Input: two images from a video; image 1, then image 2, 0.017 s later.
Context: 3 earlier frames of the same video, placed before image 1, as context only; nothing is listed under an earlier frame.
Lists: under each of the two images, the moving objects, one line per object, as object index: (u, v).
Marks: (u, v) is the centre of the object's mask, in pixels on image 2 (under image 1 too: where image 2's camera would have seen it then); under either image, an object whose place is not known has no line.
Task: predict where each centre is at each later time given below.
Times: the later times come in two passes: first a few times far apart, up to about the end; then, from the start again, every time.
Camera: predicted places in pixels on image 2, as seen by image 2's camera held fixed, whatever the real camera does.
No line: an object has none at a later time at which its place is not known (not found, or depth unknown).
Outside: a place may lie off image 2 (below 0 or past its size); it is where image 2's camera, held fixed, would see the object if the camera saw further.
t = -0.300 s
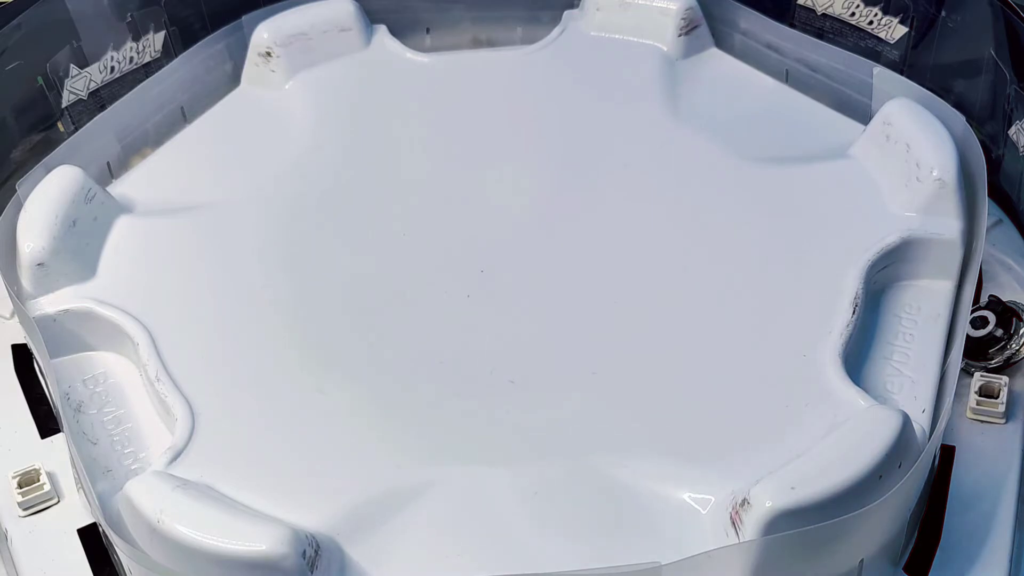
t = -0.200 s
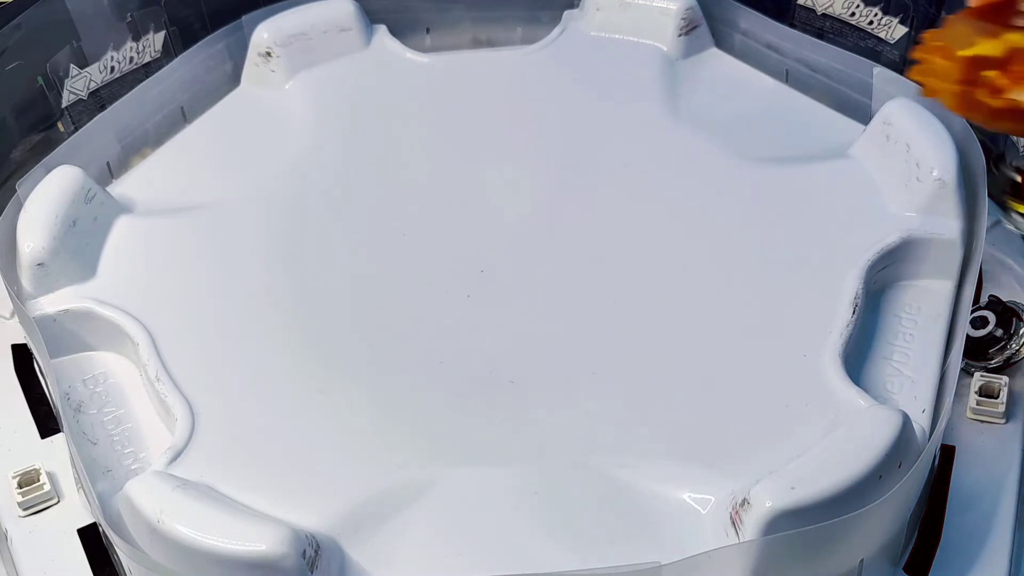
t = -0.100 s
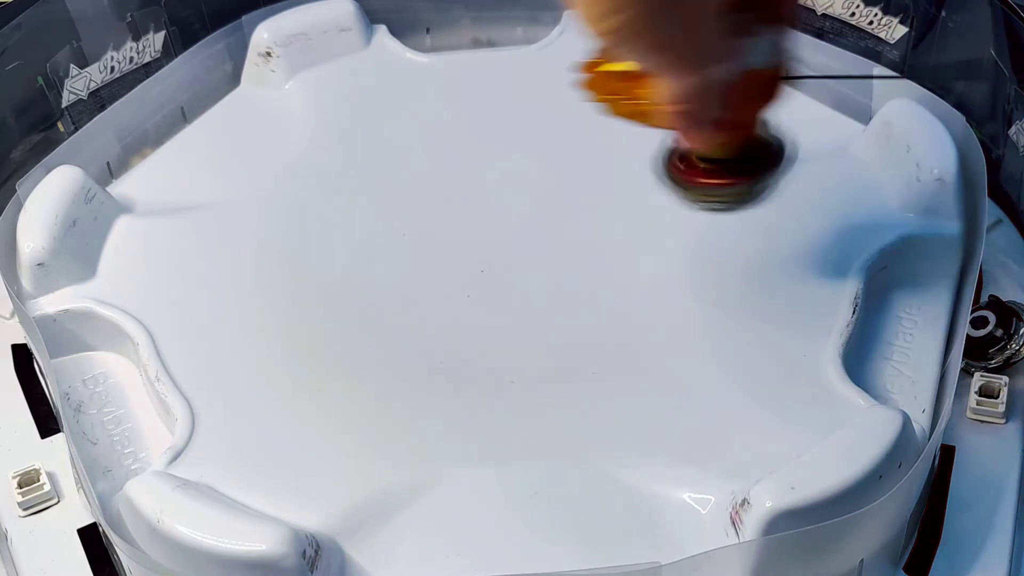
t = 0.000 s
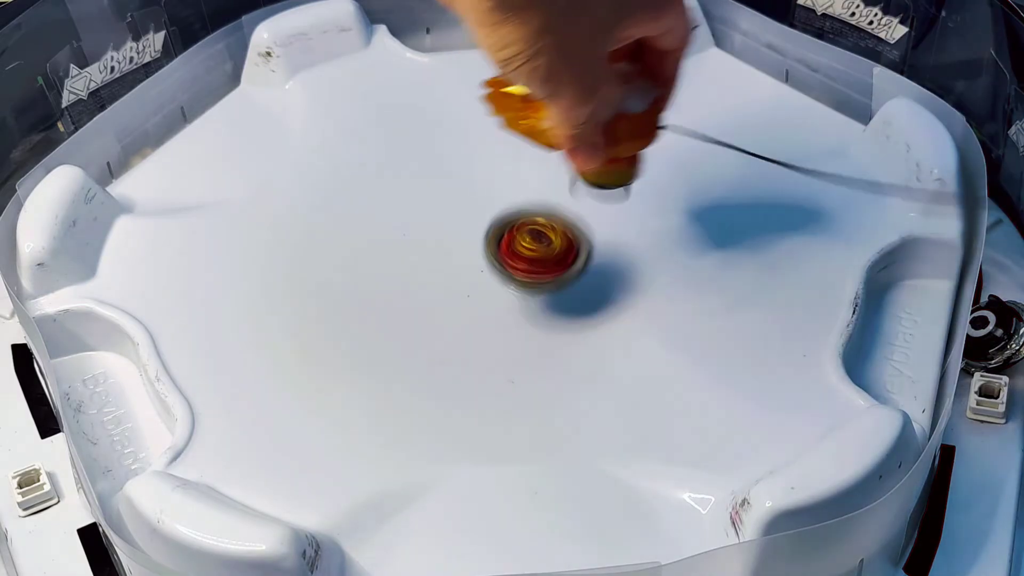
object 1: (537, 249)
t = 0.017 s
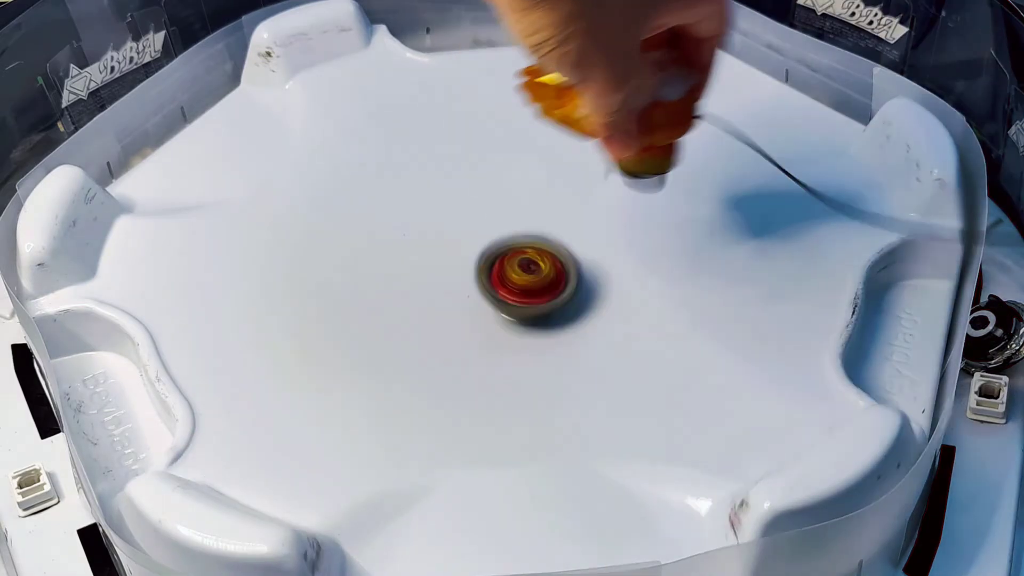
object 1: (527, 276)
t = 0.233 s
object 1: (439, 215)
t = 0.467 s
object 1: (517, 230)
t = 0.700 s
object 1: (548, 155)
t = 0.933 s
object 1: (391, 163)
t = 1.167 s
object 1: (458, 330)
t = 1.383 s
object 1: (771, 256)
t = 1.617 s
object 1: (785, 76)
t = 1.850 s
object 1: (606, 108)
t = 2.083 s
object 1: (382, 276)
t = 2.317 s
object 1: (489, 440)
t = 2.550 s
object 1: (635, 480)
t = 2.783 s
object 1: (537, 333)
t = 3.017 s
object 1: (475, 197)
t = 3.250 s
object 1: (305, 188)
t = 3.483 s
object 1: (266, 290)
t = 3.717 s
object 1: (511, 325)
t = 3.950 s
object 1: (614, 150)
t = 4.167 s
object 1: (491, 61)
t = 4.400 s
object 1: (341, 75)
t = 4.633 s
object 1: (276, 172)
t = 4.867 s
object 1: (453, 318)
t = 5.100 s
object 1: (750, 203)
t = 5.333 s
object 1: (775, 83)
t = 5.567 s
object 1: (692, 69)
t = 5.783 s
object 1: (557, 143)
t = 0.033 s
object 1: (516, 260)
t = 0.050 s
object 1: (506, 245)
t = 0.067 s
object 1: (496, 234)
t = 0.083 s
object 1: (486, 227)
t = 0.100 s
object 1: (476, 223)
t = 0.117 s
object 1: (468, 223)
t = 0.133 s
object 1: (459, 227)
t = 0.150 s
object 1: (451, 233)
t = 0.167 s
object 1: (447, 225)
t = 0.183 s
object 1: (444, 221)
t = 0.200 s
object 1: (442, 220)
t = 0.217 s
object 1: (440, 216)
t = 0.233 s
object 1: (439, 215)
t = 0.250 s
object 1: (440, 213)
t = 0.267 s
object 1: (441, 214)
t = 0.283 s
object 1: (442, 214)
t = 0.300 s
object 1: (444, 216)
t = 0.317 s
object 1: (448, 219)
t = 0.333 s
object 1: (452, 222)
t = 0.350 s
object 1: (457, 225)
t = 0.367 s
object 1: (464, 228)
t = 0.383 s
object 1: (472, 231)
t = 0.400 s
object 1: (481, 232)
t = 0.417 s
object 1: (490, 233)
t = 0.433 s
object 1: (499, 233)
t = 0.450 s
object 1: (508, 232)
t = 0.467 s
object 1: (517, 230)
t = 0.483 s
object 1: (525, 227)
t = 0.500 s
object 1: (533, 224)
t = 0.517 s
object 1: (540, 219)
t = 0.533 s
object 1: (547, 214)
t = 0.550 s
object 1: (552, 209)
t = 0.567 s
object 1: (557, 203)
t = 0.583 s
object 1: (560, 196)
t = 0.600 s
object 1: (563, 190)
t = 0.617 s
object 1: (564, 183)
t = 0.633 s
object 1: (563, 176)
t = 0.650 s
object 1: (561, 170)
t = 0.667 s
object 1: (558, 164)
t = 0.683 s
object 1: (553, 159)
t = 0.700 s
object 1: (548, 155)
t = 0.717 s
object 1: (541, 152)
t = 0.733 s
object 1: (533, 149)
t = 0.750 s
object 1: (525, 146)
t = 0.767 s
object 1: (515, 144)
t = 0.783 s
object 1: (505, 142)
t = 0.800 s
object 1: (493, 139)
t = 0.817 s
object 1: (481, 138)
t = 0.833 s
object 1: (468, 138)
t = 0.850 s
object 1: (454, 138)
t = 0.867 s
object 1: (441, 140)
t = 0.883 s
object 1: (428, 144)
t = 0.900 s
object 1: (415, 149)
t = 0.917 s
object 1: (402, 155)
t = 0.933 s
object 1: (391, 163)
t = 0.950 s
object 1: (381, 172)
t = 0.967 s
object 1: (372, 182)
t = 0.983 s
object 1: (365, 193)
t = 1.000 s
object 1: (360, 206)
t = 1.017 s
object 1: (358, 219)
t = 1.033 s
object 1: (358, 233)
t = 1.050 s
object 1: (360, 247)
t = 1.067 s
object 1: (365, 259)
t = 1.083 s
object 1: (374, 274)
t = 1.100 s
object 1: (385, 288)
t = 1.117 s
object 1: (399, 300)
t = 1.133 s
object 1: (417, 312)
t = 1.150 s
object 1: (436, 322)
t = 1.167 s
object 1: (458, 330)
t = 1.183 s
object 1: (482, 337)
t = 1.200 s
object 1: (508, 341)
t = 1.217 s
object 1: (534, 343)
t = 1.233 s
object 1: (561, 343)
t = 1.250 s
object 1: (589, 341)
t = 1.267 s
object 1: (616, 336)
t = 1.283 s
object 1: (644, 328)
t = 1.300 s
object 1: (669, 320)
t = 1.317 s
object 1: (693, 309)
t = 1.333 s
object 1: (715, 297)
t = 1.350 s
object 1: (735, 285)
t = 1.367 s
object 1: (754, 270)
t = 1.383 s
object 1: (771, 256)
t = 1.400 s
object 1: (784, 241)
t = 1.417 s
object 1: (797, 224)
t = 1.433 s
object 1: (807, 209)
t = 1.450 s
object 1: (816, 194)
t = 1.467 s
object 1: (820, 179)
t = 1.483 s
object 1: (824, 162)
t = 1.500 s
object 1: (825, 148)
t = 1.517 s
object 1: (823, 133)
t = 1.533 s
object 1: (822, 122)
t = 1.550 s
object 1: (813, 109)
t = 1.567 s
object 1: (805, 103)
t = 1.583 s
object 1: (798, 97)
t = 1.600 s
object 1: (792, 86)
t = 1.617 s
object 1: (785, 76)
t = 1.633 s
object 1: (776, 70)
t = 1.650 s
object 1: (766, 66)
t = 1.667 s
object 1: (753, 61)
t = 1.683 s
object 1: (738, 58)
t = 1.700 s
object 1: (722, 55)
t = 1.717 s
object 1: (709, 52)
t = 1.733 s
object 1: (694, 50)
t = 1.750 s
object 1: (684, 52)
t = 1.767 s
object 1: (672, 58)
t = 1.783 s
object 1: (660, 66)
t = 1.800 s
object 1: (648, 76)
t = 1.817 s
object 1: (635, 86)
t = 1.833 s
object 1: (622, 97)
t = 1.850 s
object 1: (606, 108)
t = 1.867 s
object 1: (591, 120)
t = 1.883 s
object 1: (574, 131)
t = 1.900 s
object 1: (557, 143)
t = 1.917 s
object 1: (538, 154)
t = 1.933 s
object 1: (520, 167)
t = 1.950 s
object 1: (501, 179)
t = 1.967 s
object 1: (482, 192)
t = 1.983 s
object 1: (464, 202)
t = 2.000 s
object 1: (448, 214)
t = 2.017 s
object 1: (431, 226)
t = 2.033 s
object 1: (417, 239)
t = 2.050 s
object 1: (403, 251)
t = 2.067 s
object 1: (392, 264)
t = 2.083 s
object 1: (382, 276)
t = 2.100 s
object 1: (375, 289)
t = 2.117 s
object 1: (368, 302)
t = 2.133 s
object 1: (365, 314)
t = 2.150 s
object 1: (364, 328)
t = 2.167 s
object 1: (366, 341)
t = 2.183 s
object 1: (370, 353)
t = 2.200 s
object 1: (377, 366)
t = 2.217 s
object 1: (386, 377)
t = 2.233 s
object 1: (398, 389)
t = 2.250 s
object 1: (413, 401)
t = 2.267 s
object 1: (430, 411)
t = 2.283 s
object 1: (449, 421)
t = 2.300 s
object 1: (468, 430)
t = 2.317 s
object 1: (489, 440)
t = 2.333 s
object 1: (508, 451)
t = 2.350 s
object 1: (526, 463)
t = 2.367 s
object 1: (542, 473)
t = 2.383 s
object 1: (557, 485)
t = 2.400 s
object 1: (572, 497)
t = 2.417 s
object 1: (585, 508)
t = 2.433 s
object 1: (600, 518)
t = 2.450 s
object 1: (613, 524)
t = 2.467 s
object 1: (625, 526)
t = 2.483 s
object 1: (639, 522)
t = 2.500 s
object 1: (652, 514)
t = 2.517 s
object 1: (656, 503)
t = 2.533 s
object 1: (644, 490)
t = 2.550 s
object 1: (635, 480)
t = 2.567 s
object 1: (625, 467)
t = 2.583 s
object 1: (616, 454)
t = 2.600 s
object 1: (606, 442)
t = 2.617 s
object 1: (597, 433)
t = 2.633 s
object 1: (586, 422)
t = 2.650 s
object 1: (576, 411)
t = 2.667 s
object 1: (567, 403)
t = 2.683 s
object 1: (558, 395)
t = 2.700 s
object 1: (552, 385)
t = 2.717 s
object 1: (547, 374)
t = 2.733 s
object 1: (543, 364)
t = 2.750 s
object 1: (539, 354)
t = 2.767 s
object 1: (537, 344)
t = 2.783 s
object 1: (537, 333)
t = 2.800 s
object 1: (537, 322)
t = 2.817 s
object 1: (538, 311)
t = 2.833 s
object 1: (539, 301)
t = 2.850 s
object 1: (539, 289)
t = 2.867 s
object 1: (537, 279)
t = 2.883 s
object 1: (535, 268)
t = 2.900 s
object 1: (532, 258)
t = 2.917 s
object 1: (527, 248)
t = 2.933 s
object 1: (520, 239)
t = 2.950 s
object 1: (513, 230)
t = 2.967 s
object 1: (505, 220)
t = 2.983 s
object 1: (496, 212)
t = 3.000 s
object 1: (487, 205)
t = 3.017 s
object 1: (475, 197)
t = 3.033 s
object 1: (464, 191)
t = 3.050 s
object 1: (452, 185)
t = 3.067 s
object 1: (440, 181)
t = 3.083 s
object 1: (429, 178)
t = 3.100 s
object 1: (416, 174)
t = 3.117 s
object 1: (403, 172)
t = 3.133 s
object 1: (390, 171)
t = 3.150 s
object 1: (377, 172)
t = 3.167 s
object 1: (364, 172)
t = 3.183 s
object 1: (351, 174)
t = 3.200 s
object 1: (339, 177)
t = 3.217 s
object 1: (327, 180)
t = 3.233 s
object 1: (316, 183)
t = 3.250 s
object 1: (305, 188)
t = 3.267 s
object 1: (295, 192)
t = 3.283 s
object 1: (285, 198)
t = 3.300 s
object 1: (277, 203)
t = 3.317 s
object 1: (270, 210)
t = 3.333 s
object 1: (262, 216)
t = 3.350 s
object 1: (257, 223)
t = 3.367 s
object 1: (253, 231)
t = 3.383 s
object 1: (250, 239)
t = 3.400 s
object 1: (248, 247)
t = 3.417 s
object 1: (248, 255)
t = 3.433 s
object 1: (250, 264)
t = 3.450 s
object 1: (253, 273)
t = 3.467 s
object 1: (258, 281)
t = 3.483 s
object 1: (266, 290)
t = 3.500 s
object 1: (274, 298)
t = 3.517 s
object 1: (286, 305)
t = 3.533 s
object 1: (298, 313)
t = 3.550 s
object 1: (313, 320)
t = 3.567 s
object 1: (329, 326)
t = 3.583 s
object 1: (346, 331)
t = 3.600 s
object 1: (365, 335)
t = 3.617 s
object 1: (385, 337)
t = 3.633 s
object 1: (405, 339)
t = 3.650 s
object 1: (427, 339)
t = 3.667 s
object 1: (447, 338)
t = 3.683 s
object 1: (470, 335)
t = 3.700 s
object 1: (491, 331)
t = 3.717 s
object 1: (511, 325)
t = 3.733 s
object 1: (529, 317)
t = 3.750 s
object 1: (547, 309)
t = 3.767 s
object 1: (564, 299)
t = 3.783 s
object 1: (578, 286)
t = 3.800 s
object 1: (591, 274)
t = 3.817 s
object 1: (601, 261)
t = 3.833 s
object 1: (609, 247)
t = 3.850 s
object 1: (616, 234)
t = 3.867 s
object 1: (621, 220)
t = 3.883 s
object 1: (623, 205)
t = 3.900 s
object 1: (624, 190)
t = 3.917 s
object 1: (622, 176)
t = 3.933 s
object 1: (620, 165)
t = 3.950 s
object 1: (614, 150)
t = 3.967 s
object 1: (607, 138)
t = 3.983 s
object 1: (600, 125)
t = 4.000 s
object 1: (593, 115)
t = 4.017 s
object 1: (586, 106)
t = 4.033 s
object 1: (576, 98)
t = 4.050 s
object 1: (567, 90)
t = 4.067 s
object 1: (557, 84)
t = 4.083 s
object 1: (546, 79)
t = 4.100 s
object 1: (535, 74)
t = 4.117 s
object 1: (524, 70)
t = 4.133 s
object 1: (514, 66)
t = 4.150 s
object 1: (502, 63)
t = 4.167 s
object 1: (491, 61)
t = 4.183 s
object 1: (480, 58)
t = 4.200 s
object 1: (468, 56)
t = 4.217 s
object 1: (456, 55)
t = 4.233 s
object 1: (446, 54)
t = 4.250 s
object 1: (435, 54)
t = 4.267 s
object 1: (424, 54)
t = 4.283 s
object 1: (414, 56)
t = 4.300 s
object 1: (401, 55)
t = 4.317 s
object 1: (391, 57)
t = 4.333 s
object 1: (380, 60)
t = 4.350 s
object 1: (370, 64)
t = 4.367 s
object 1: (360, 67)
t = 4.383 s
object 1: (351, 71)
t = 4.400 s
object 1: (341, 75)
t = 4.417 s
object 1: (334, 80)
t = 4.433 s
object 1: (325, 86)
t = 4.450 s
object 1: (317, 92)
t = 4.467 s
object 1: (309, 99)
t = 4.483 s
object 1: (302, 106)
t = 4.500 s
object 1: (294, 114)
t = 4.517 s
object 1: (287, 120)
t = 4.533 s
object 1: (282, 125)
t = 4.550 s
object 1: (278, 131)
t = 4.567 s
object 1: (276, 137)
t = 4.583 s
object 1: (275, 146)
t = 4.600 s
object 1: (275, 154)
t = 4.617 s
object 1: (275, 164)
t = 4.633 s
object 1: (276, 172)
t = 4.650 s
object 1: (279, 182)
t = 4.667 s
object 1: (282, 192)
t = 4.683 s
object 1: (286, 204)
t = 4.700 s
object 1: (292, 215)
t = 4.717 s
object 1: (300, 225)
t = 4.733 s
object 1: (309, 237)
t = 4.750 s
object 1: (319, 249)
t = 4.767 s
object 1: (333, 261)
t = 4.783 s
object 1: (348, 273)
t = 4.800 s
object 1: (365, 284)
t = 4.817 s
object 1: (383, 294)
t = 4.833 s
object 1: (405, 304)
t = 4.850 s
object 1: (428, 312)
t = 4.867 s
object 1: (453, 318)
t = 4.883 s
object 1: (478, 322)
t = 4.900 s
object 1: (503, 322)
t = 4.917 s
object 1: (529, 317)
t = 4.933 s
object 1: (557, 311)
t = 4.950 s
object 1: (586, 308)
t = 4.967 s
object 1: (612, 305)
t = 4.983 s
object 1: (635, 298)
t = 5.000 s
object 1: (658, 286)
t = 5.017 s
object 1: (680, 273)
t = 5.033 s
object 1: (699, 260)
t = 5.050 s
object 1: (715, 246)
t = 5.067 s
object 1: (729, 231)
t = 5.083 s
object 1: (741, 217)
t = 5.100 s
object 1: (750, 203)
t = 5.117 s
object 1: (758, 189)
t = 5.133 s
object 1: (764, 177)
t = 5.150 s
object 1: (767, 165)
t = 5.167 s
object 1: (769, 153)
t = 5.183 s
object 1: (770, 143)
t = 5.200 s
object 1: (770, 133)
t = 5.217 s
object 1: (769, 126)
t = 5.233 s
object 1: (768, 119)
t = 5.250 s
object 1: (769, 112)
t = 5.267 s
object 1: (771, 104)
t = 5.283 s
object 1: (772, 99)
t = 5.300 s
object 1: (773, 93)
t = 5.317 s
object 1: (774, 88)
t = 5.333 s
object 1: (775, 83)
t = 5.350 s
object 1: (775, 78)
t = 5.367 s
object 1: (775, 74)
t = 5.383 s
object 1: (773, 70)
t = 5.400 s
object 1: (771, 68)
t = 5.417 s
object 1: (766, 66)
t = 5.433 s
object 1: (759, 65)
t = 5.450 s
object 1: (752, 65)
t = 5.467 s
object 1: (743, 65)
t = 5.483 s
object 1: (735, 64)
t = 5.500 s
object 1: (725, 65)
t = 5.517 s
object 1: (718, 65)
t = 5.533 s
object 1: (709, 65)
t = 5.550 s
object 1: (701, 67)
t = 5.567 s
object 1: (692, 69)
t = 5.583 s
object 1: (684, 71)
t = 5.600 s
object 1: (677, 72)
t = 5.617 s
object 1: (670, 75)
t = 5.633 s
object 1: (662, 80)
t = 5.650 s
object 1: (655, 86)
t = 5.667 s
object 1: (646, 93)
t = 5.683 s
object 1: (636, 99)
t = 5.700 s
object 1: (625, 107)
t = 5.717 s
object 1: (612, 114)
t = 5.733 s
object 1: (599, 121)
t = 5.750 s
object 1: (586, 129)
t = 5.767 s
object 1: (571, 136)
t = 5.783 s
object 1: (557, 143)
